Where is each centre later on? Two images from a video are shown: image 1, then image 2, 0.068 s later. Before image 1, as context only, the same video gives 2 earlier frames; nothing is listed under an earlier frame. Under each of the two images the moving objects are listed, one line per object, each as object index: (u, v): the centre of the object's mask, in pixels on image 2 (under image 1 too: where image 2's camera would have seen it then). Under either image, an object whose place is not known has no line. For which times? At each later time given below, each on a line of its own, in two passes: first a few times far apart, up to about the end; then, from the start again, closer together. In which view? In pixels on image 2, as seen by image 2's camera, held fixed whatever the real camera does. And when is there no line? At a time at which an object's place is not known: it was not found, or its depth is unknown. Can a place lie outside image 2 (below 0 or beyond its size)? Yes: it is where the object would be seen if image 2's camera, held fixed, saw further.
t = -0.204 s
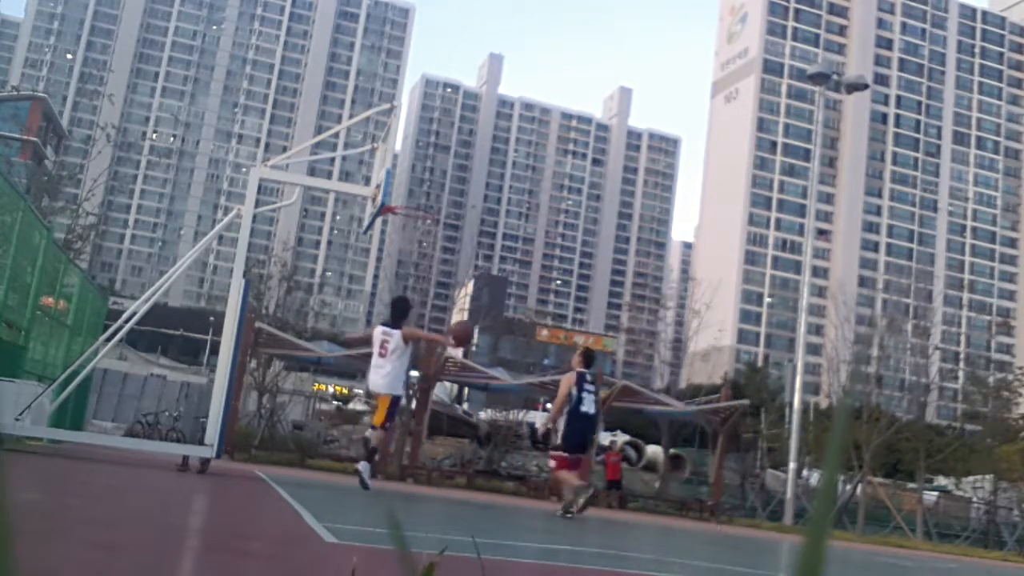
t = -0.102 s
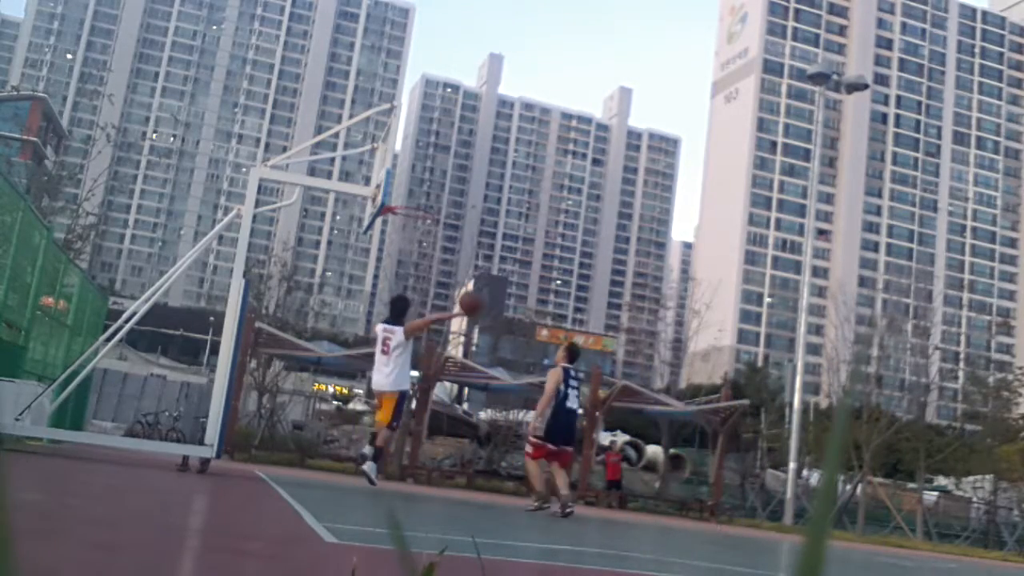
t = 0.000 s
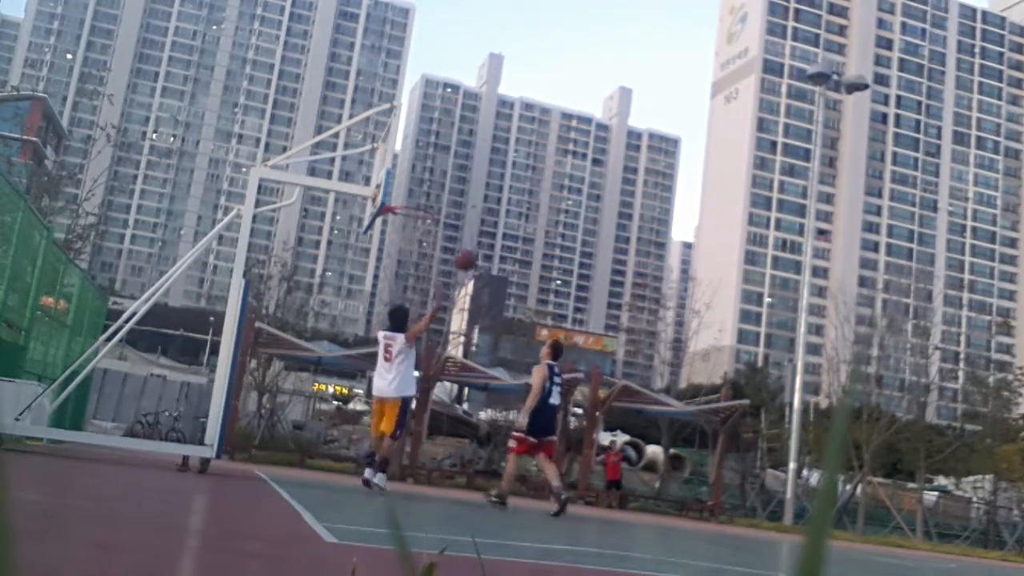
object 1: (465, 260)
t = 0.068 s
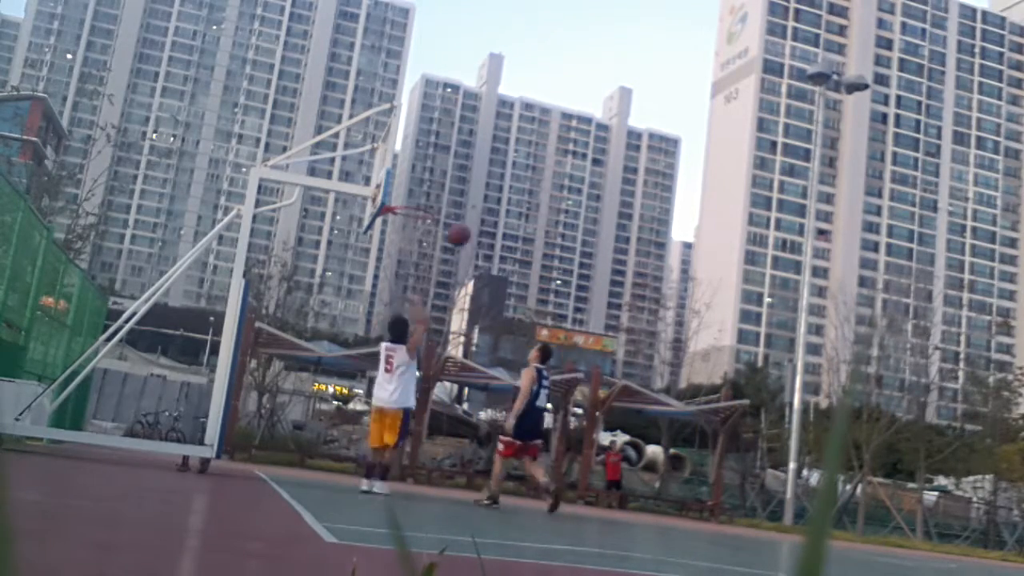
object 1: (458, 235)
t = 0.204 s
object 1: (445, 200)
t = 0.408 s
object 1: (419, 177)
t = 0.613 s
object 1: (399, 192)
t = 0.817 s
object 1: (407, 243)
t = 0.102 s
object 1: (455, 225)
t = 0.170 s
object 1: (448, 207)
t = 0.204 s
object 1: (445, 200)
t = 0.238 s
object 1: (439, 193)
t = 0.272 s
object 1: (435, 189)
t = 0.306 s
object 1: (432, 184)
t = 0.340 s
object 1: (428, 181)
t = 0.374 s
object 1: (423, 178)
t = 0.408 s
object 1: (419, 177)
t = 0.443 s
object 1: (414, 178)
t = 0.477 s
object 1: (409, 178)
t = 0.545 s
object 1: (398, 183)
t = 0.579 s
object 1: (398, 187)
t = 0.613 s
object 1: (399, 192)
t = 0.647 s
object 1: (401, 198)
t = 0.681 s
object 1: (402, 206)
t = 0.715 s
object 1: (404, 214)
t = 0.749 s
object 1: (405, 223)
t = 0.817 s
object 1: (407, 243)
